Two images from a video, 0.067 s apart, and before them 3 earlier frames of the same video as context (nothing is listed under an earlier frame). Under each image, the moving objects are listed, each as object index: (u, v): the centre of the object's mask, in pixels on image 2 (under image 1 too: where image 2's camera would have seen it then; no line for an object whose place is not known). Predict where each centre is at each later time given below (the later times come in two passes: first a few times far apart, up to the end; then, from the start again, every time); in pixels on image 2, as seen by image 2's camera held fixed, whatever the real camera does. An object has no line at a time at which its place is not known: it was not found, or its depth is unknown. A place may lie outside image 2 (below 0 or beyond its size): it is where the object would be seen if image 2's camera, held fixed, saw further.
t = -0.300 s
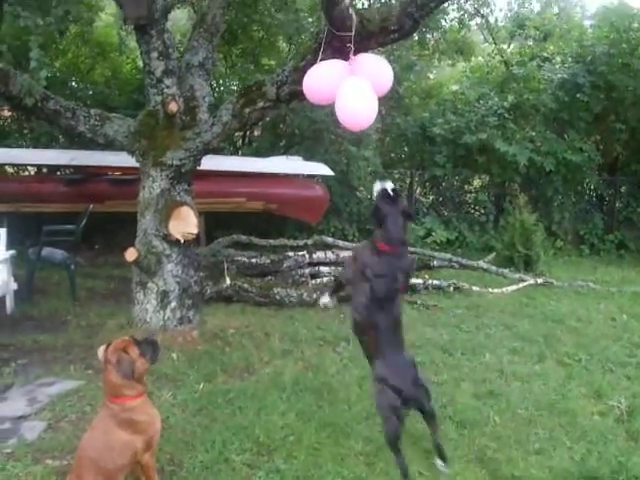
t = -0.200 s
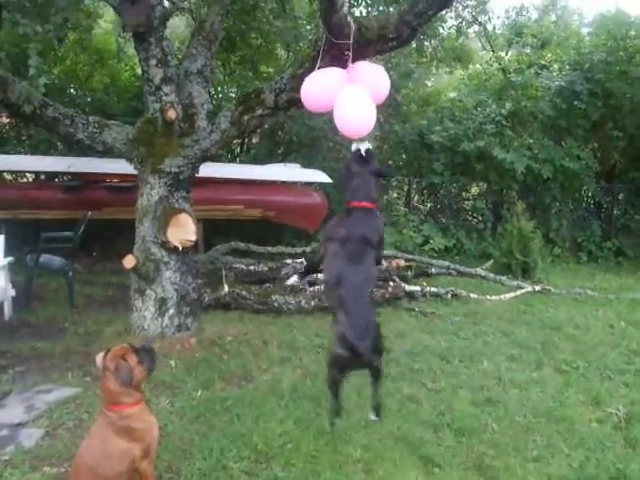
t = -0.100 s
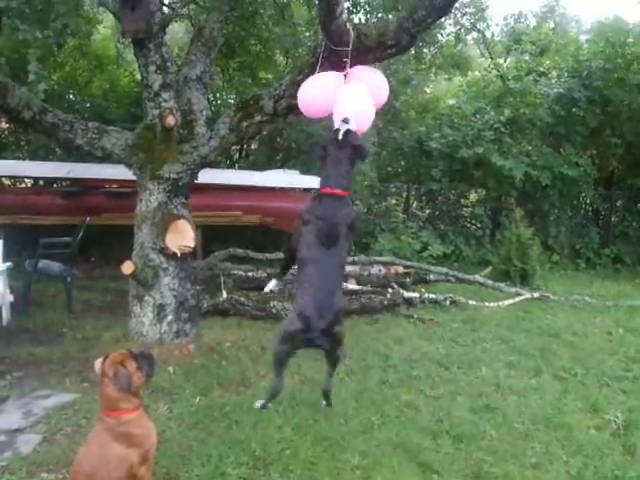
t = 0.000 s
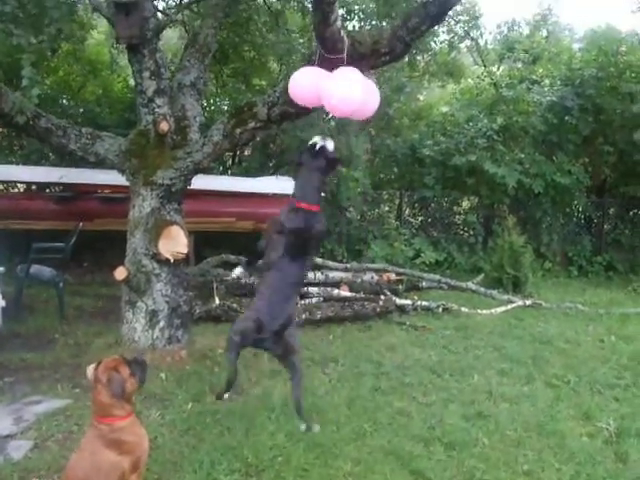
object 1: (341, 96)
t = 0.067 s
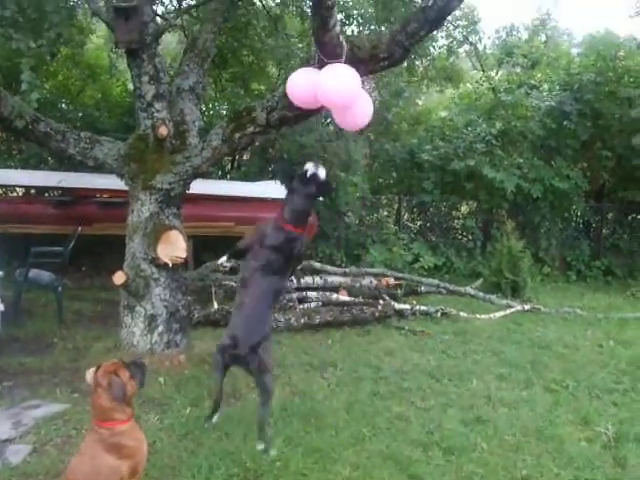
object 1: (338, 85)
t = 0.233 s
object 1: (325, 67)
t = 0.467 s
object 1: (307, 67)
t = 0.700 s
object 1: (289, 74)
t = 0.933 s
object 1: (288, 97)
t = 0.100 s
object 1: (336, 79)
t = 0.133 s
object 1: (333, 76)
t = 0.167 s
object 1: (330, 73)
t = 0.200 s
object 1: (328, 69)
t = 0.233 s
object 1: (325, 67)
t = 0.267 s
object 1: (323, 66)
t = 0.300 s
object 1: (321, 66)
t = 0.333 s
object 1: (318, 66)
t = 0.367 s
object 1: (315, 66)
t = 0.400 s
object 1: (312, 67)
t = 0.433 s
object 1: (309, 66)
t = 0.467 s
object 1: (307, 67)
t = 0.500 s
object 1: (304, 65)
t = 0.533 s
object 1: (301, 66)
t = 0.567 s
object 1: (298, 66)
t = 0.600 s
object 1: (296, 68)
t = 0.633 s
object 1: (293, 69)
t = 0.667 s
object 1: (291, 71)
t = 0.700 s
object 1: (289, 74)
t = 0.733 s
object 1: (288, 76)
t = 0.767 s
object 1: (287, 79)
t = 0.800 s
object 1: (286, 82)
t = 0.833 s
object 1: (285, 85)
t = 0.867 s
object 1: (285, 89)
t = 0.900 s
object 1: (287, 93)
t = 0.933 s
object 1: (288, 97)
